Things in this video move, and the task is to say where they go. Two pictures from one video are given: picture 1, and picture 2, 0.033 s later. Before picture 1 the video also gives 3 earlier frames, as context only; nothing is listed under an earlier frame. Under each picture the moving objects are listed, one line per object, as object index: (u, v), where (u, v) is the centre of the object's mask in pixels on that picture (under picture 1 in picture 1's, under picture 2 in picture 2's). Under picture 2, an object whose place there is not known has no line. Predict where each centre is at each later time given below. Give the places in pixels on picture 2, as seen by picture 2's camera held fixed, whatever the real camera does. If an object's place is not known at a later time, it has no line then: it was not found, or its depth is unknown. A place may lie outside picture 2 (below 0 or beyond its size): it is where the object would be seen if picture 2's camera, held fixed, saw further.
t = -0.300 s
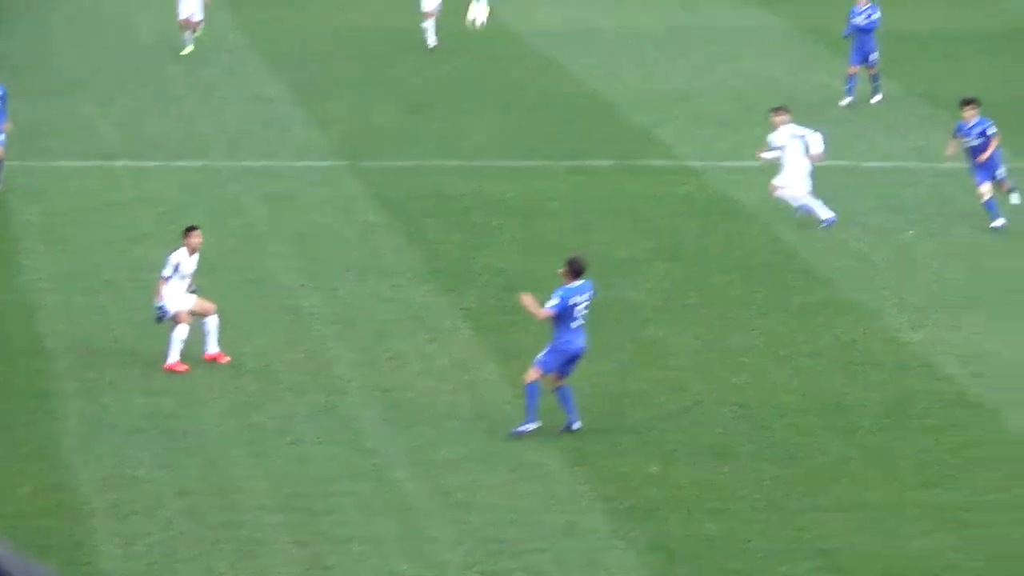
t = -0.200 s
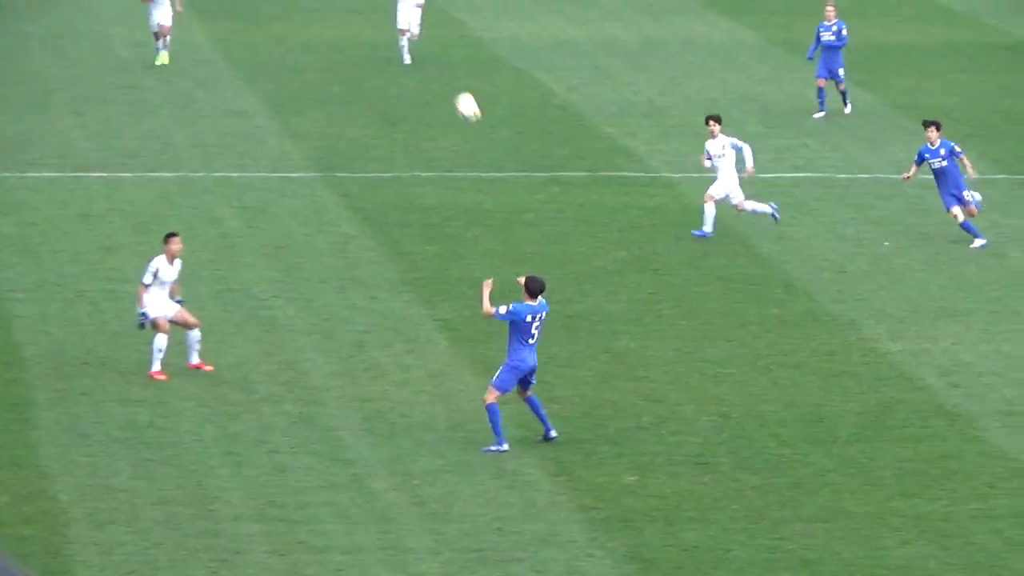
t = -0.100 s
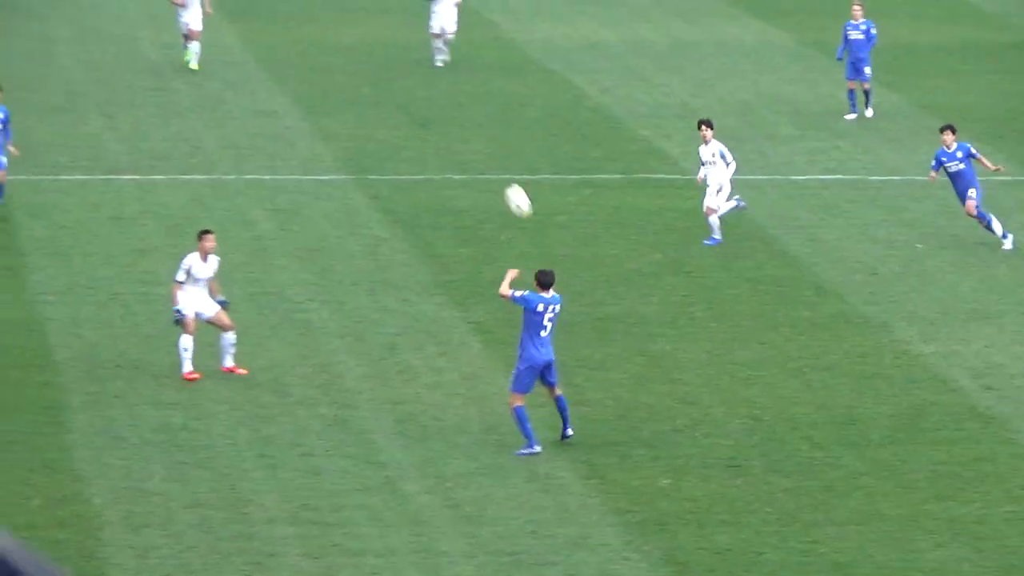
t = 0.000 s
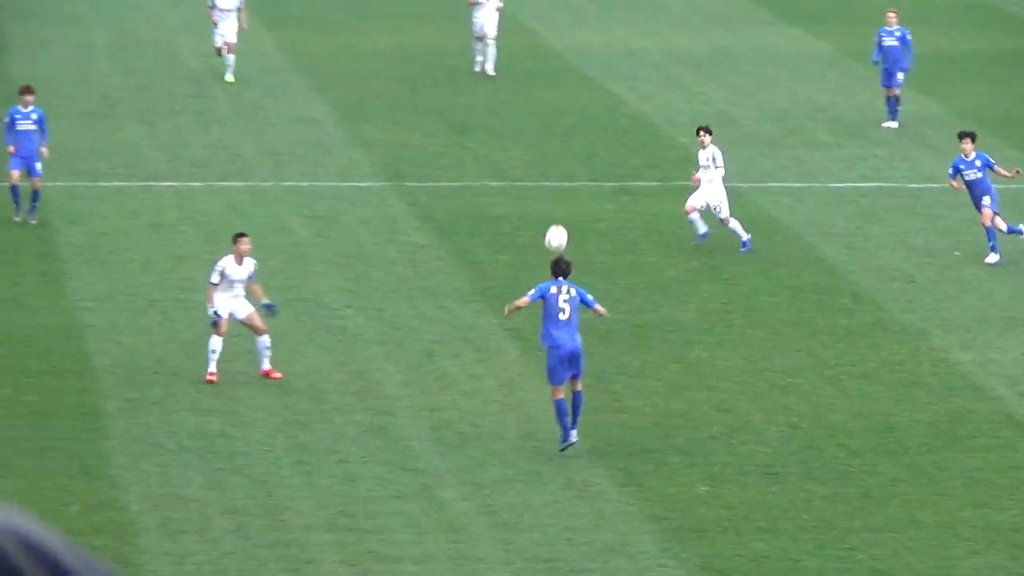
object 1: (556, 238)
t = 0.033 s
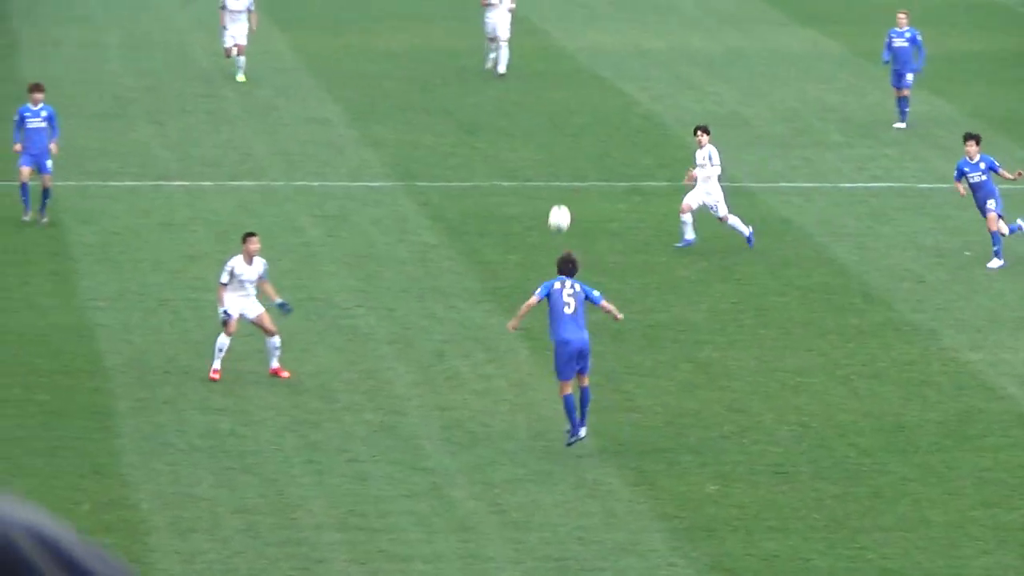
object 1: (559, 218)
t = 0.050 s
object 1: (556, 209)
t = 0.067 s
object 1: (554, 198)
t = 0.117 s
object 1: (543, 174)
